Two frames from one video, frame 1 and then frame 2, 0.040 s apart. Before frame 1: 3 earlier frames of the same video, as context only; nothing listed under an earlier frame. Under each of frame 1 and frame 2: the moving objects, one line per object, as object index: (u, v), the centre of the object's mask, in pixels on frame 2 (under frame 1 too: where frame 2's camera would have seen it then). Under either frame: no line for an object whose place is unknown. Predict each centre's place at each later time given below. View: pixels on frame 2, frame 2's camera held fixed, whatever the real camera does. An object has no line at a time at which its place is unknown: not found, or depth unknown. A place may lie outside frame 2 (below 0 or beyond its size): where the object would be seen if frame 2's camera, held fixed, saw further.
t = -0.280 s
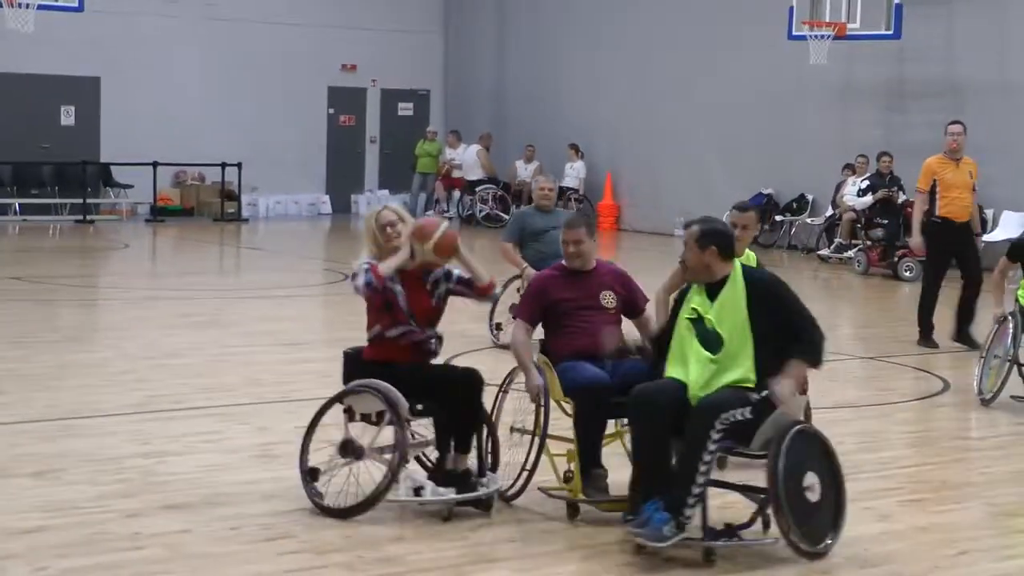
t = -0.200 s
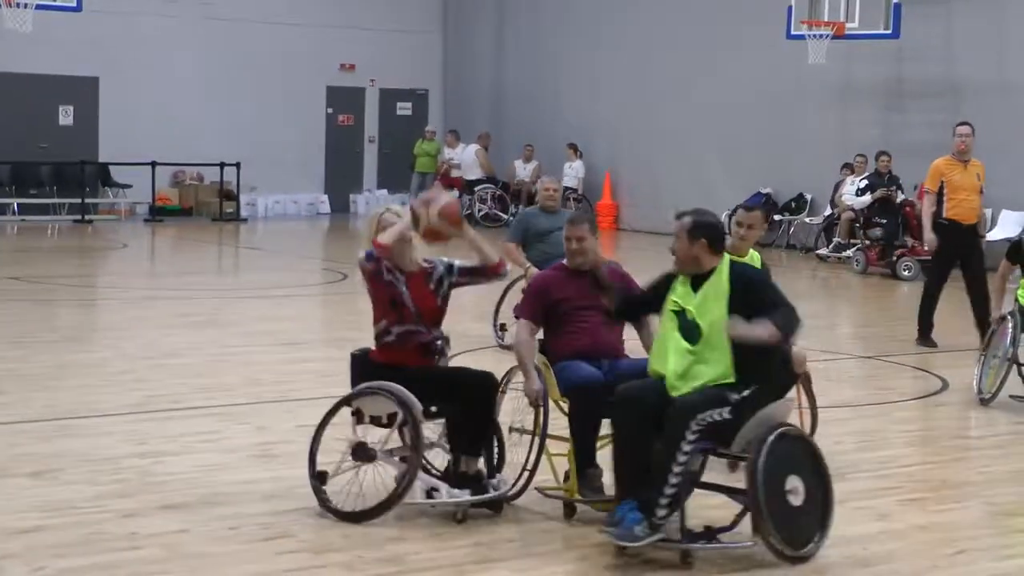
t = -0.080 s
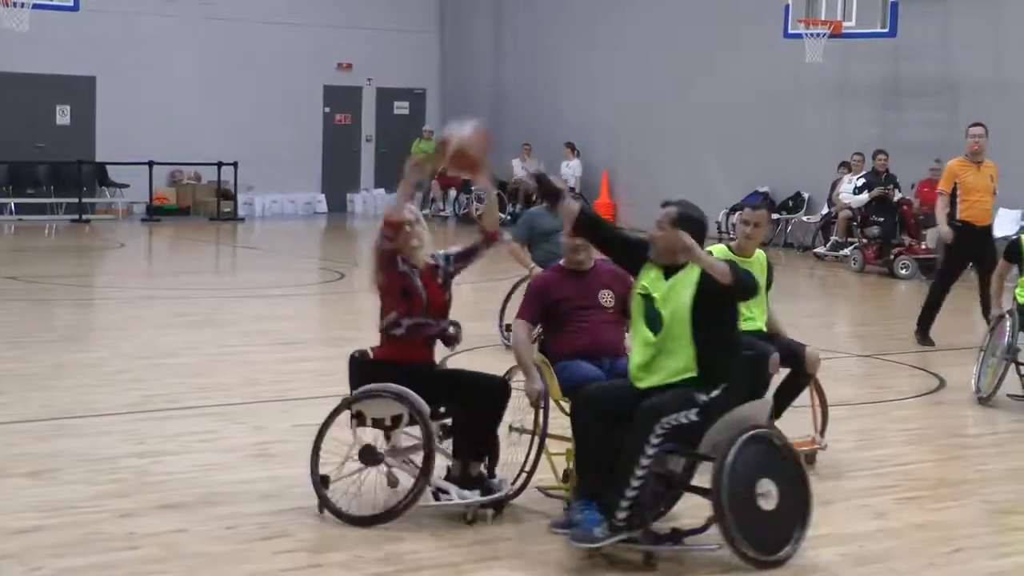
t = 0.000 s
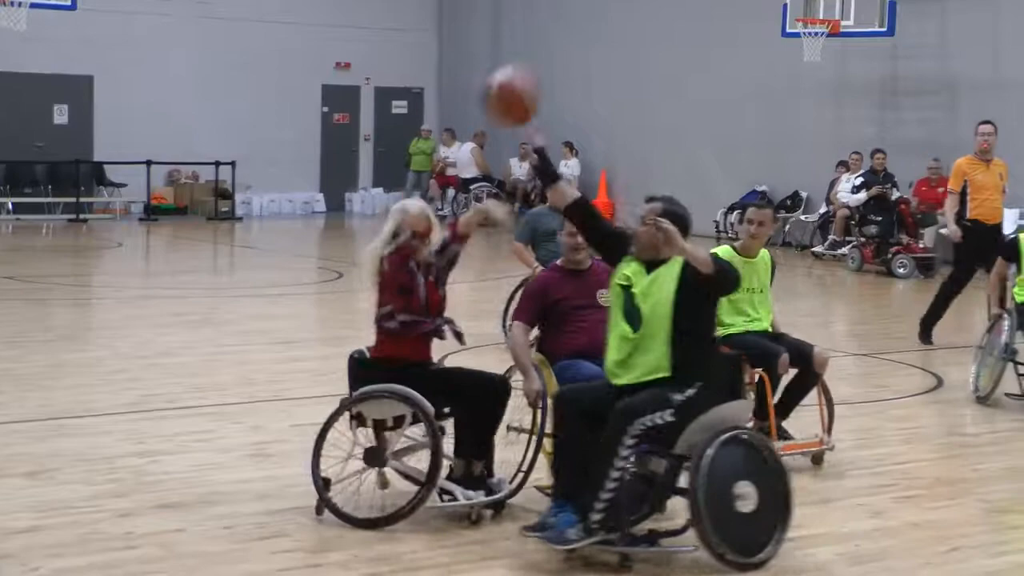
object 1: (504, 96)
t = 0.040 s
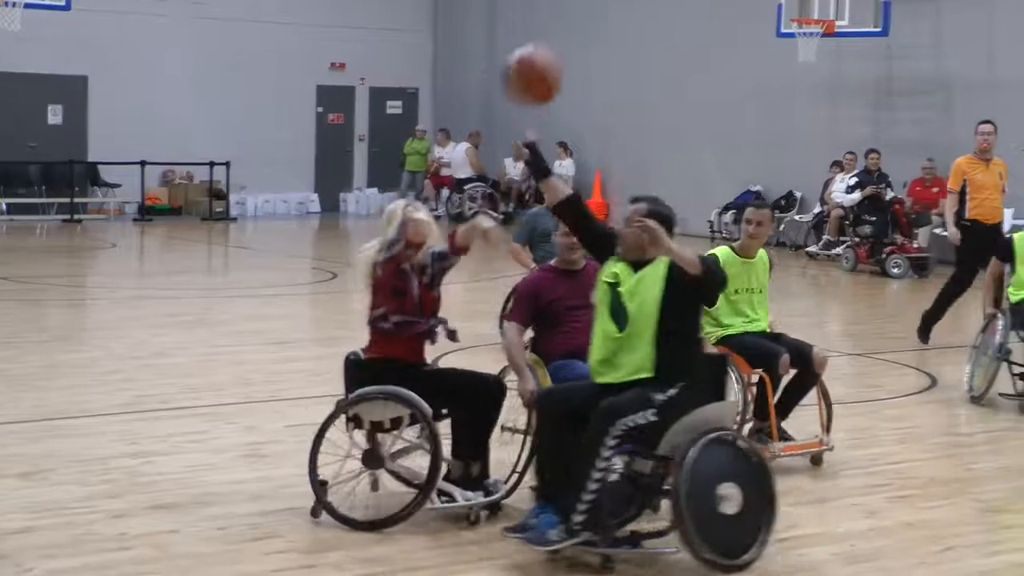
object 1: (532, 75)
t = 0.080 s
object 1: (562, 57)
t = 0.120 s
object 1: (593, 42)
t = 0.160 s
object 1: (626, 30)
